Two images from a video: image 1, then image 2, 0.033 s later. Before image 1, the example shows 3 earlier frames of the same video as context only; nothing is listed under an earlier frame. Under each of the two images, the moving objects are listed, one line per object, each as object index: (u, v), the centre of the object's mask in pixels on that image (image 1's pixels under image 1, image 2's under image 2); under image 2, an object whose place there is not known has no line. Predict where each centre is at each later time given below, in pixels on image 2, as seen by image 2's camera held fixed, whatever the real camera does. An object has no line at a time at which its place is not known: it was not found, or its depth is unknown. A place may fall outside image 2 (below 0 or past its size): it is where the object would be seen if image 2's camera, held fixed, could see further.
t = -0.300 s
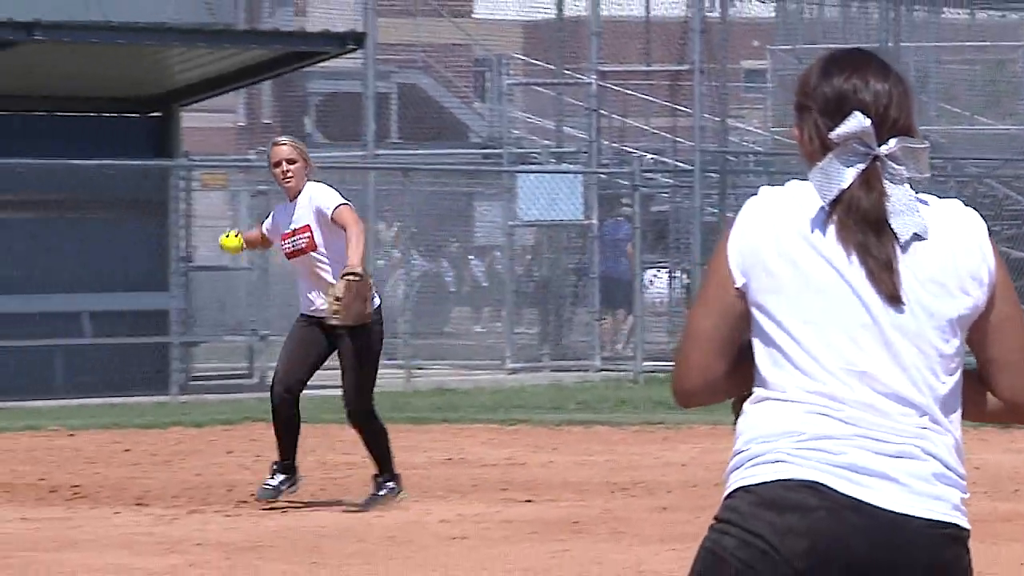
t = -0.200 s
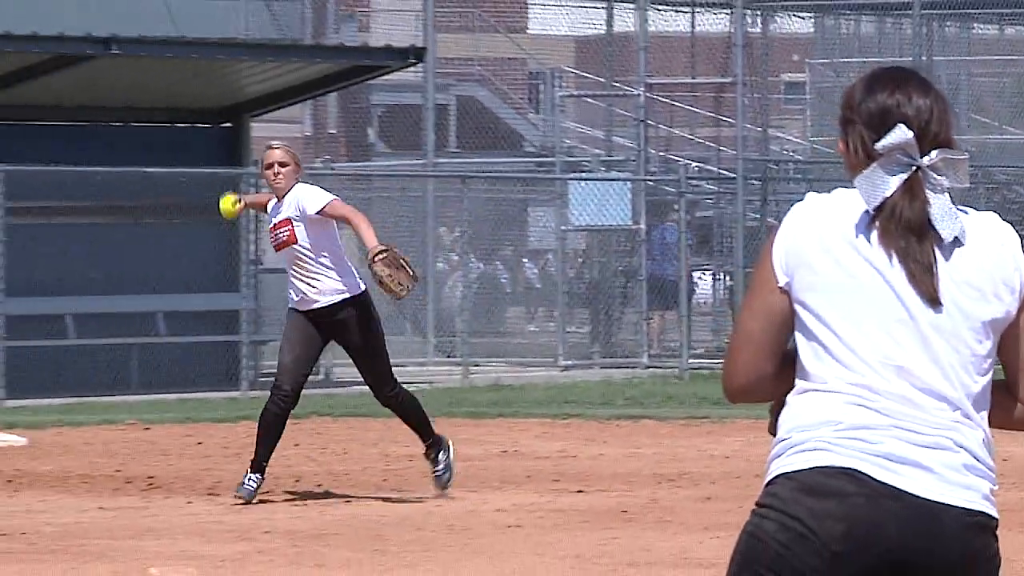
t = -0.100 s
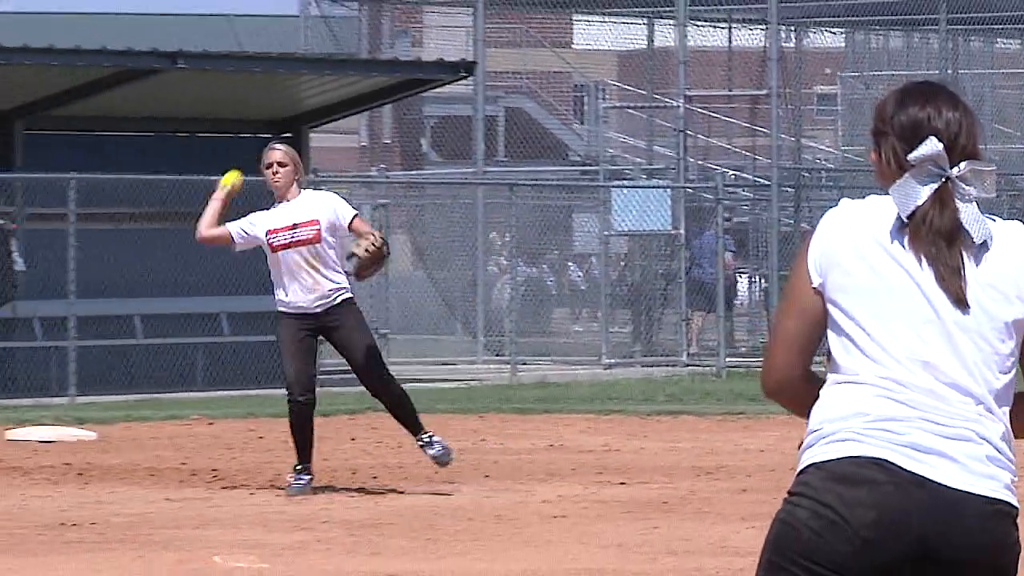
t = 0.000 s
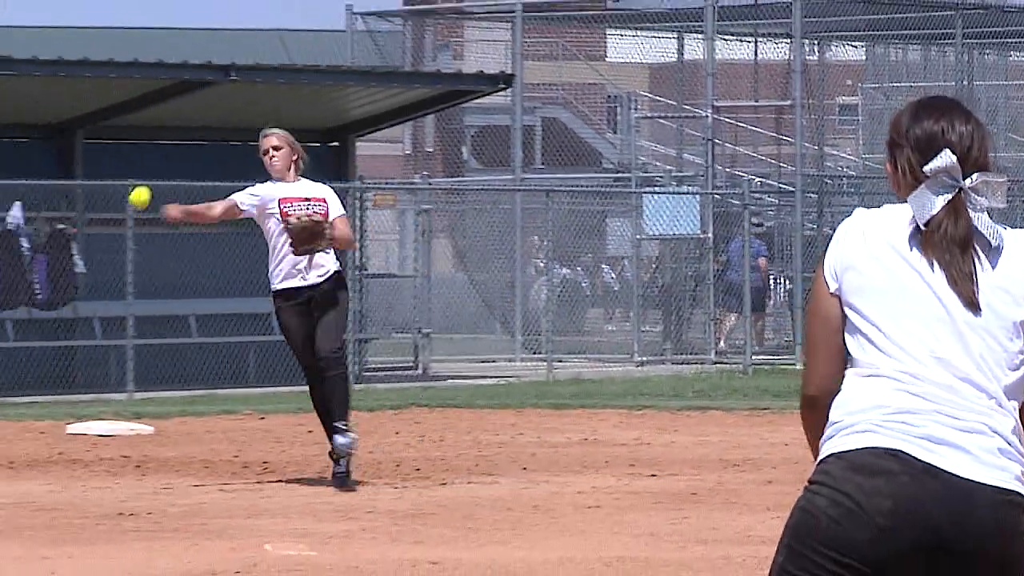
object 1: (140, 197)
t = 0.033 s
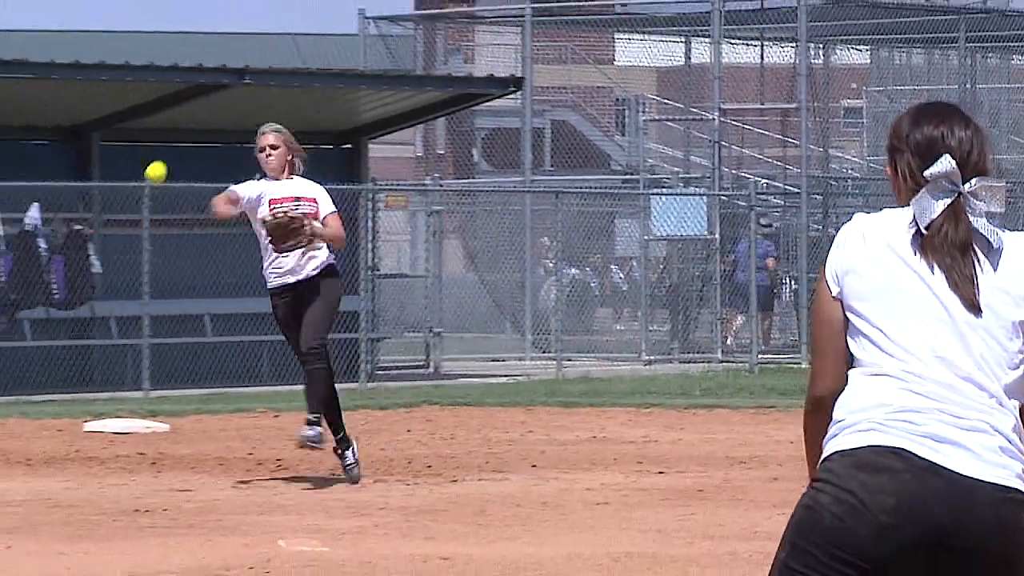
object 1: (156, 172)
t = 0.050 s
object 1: (155, 160)
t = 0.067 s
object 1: (154, 147)
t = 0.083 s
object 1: (154, 136)
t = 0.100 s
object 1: (154, 123)
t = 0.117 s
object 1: (153, 112)
